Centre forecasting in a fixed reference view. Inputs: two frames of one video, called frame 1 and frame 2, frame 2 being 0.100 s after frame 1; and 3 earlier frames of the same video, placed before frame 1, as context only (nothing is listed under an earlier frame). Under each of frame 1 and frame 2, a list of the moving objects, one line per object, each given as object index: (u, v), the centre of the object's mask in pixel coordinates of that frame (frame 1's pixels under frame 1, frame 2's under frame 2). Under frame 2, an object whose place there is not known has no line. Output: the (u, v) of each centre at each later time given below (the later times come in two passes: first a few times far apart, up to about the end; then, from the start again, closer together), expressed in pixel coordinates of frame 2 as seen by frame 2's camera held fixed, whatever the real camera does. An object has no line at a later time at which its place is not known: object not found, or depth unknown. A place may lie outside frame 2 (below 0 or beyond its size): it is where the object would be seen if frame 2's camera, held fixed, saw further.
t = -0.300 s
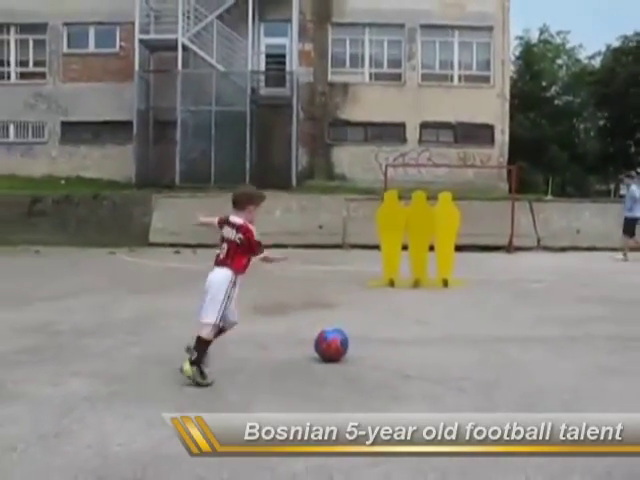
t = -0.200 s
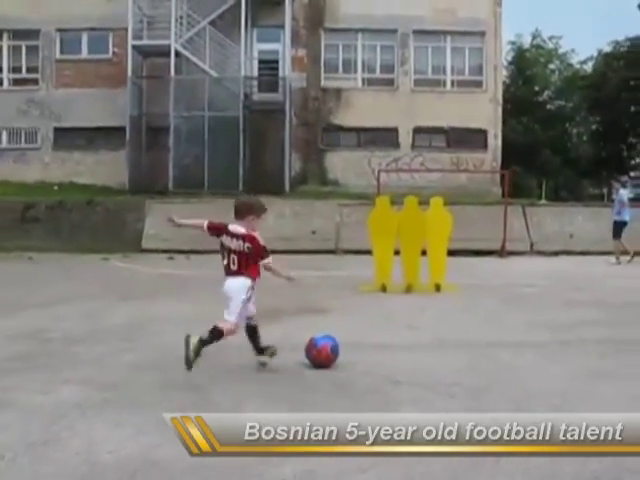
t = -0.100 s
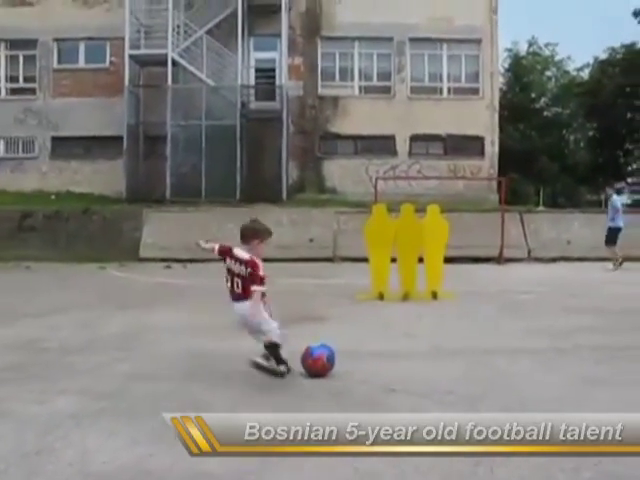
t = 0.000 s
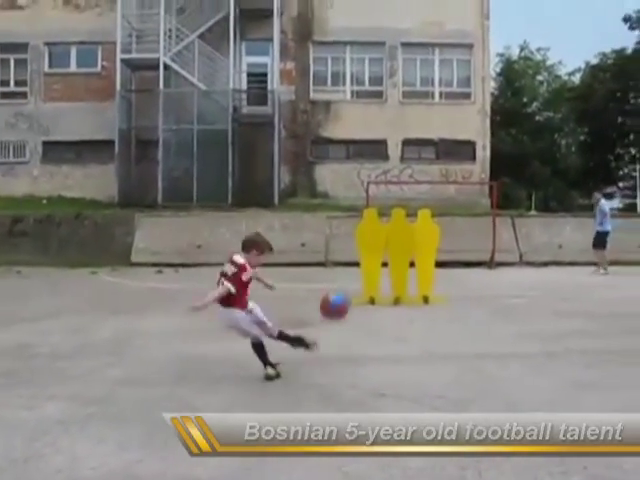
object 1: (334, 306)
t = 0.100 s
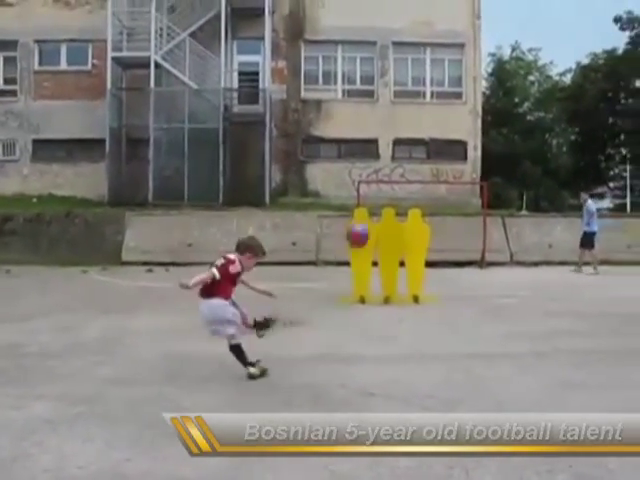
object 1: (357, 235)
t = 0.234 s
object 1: (383, 187)
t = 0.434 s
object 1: (404, 165)
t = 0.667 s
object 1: (414, 174)
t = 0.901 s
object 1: (421, 210)
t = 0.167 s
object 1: (373, 206)
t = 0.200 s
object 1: (379, 197)
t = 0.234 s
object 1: (383, 187)
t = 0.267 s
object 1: (388, 180)
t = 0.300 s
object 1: (393, 174)
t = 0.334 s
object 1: (396, 171)
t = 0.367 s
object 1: (399, 169)
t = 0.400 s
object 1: (402, 167)
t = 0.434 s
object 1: (404, 165)
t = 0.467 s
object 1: (406, 165)
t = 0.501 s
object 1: (407, 165)
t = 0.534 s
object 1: (409, 166)
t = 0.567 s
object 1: (410, 168)
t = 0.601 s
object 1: (411, 170)
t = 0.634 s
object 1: (413, 172)
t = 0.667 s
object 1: (414, 174)
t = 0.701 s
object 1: (414, 177)
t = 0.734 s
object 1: (415, 184)
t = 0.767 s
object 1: (416, 189)
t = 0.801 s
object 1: (417, 193)
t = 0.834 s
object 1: (417, 201)
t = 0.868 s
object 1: (419, 207)
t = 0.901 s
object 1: (421, 210)
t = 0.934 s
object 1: (423, 218)
